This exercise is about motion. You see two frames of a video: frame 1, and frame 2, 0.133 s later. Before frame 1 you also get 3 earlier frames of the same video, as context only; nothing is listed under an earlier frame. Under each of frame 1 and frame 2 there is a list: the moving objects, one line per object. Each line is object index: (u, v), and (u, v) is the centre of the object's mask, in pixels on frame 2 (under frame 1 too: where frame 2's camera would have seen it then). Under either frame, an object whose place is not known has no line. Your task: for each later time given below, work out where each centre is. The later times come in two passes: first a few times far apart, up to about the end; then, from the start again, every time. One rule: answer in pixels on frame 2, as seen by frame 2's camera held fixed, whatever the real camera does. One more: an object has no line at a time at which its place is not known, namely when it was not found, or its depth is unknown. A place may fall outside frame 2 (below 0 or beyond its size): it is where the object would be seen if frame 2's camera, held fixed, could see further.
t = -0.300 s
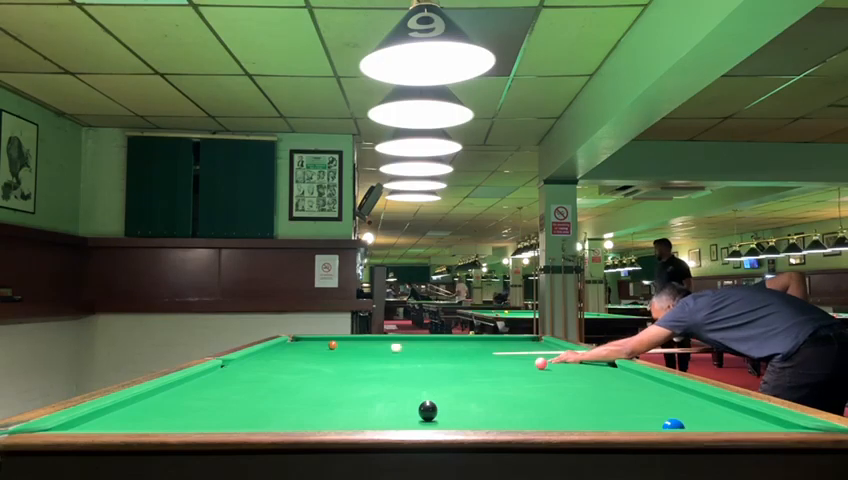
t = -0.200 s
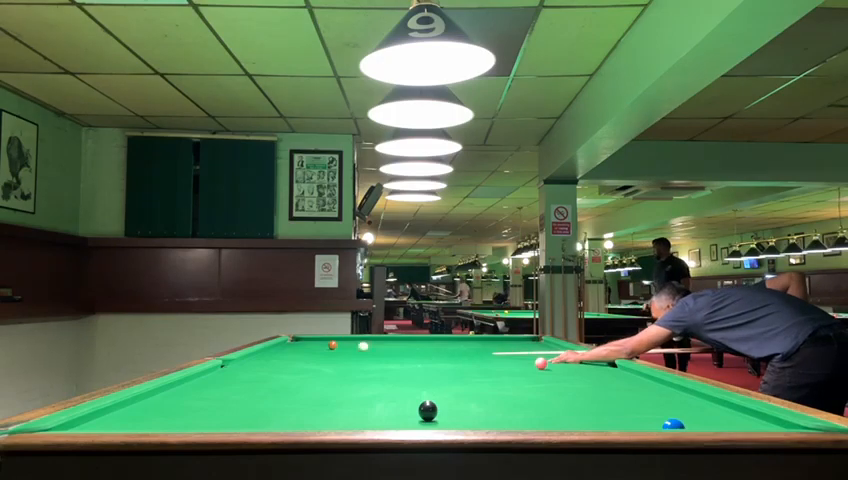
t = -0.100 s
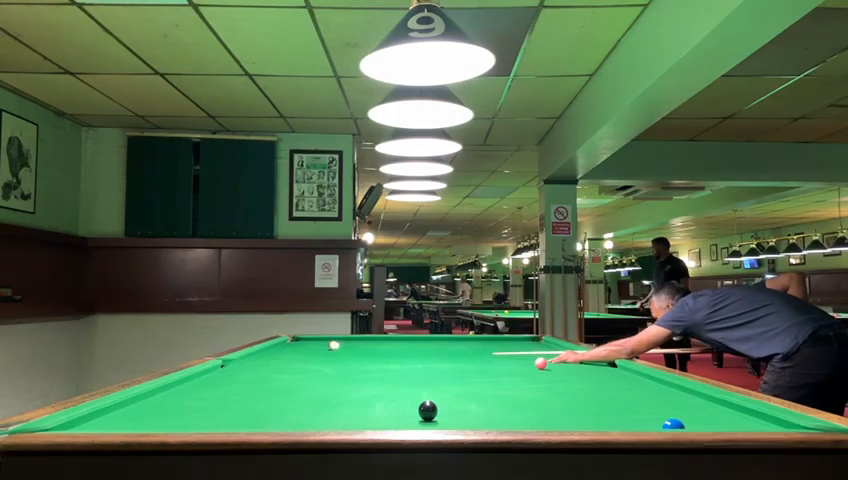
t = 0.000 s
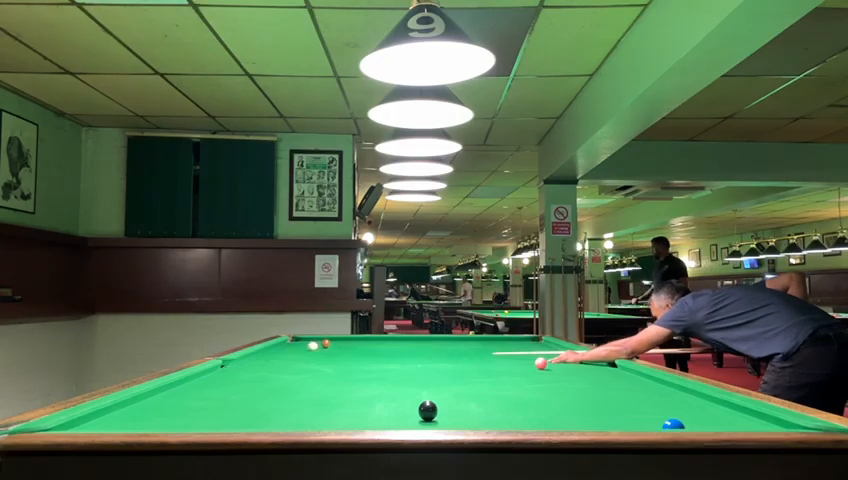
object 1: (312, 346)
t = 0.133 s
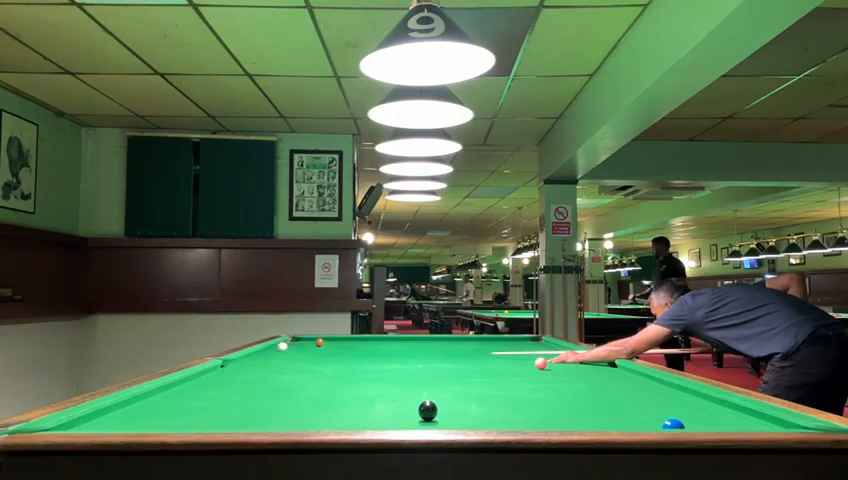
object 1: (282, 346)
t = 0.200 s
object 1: (274, 347)
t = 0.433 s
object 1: (312, 346)
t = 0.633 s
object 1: (343, 346)
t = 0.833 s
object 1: (372, 346)
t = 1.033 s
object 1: (402, 346)
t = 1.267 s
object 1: (435, 346)
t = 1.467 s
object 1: (462, 346)
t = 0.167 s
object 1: (274, 346)
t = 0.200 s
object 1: (274, 347)
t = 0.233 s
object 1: (280, 346)
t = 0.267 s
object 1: (286, 346)
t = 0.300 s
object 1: (291, 346)
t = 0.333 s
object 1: (296, 346)
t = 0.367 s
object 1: (302, 346)
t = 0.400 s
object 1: (307, 346)
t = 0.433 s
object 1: (312, 346)
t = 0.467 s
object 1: (317, 346)
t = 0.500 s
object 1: (322, 346)
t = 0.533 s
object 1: (327, 346)
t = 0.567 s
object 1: (332, 346)
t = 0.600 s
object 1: (337, 346)
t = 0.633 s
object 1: (343, 346)
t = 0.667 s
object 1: (348, 346)
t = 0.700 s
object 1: (353, 346)
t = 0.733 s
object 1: (358, 346)
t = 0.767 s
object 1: (363, 346)
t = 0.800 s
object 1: (368, 346)
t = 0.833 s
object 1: (372, 346)
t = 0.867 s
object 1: (377, 346)
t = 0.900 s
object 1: (382, 346)
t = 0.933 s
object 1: (387, 346)
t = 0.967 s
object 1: (392, 346)
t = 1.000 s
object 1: (397, 346)
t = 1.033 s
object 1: (402, 346)
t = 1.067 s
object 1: (406, 346)
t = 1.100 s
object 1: (411, 346)
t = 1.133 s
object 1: (416, 346)
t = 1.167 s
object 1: (421, 346)
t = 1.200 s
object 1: (425, 346)
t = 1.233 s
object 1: (430, 346)
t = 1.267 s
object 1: (435, 346)
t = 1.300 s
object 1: (439, 346)
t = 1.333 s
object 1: (444, 346)
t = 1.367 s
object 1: (449, 346)
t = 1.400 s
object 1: (453, 346)
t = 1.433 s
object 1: (458, 346)
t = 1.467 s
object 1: (462, 346)
